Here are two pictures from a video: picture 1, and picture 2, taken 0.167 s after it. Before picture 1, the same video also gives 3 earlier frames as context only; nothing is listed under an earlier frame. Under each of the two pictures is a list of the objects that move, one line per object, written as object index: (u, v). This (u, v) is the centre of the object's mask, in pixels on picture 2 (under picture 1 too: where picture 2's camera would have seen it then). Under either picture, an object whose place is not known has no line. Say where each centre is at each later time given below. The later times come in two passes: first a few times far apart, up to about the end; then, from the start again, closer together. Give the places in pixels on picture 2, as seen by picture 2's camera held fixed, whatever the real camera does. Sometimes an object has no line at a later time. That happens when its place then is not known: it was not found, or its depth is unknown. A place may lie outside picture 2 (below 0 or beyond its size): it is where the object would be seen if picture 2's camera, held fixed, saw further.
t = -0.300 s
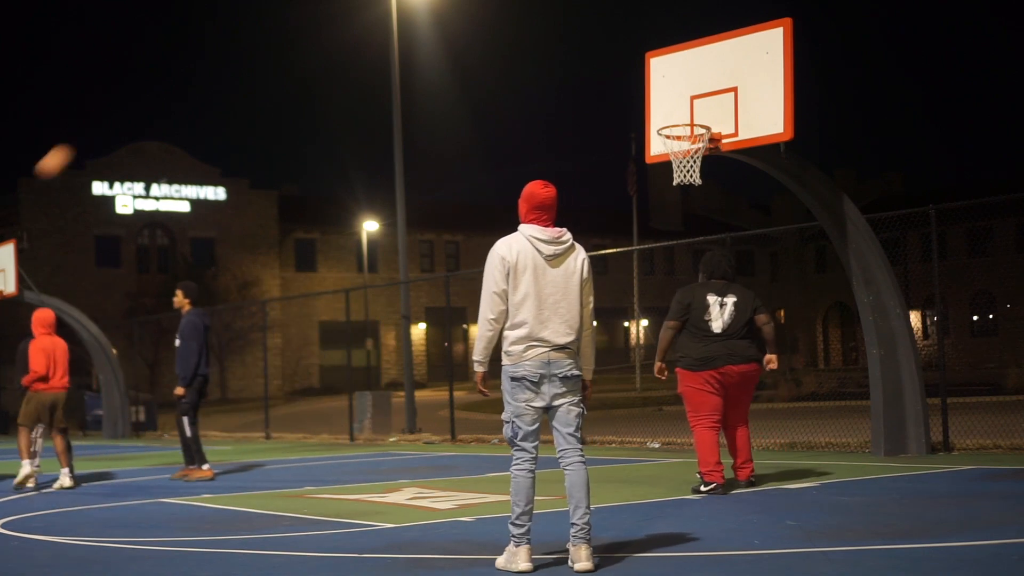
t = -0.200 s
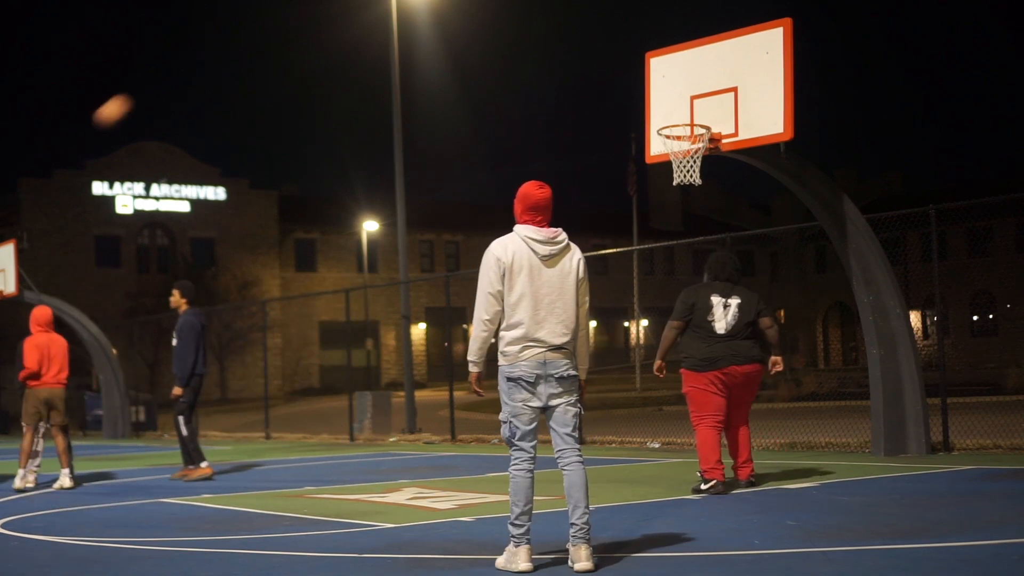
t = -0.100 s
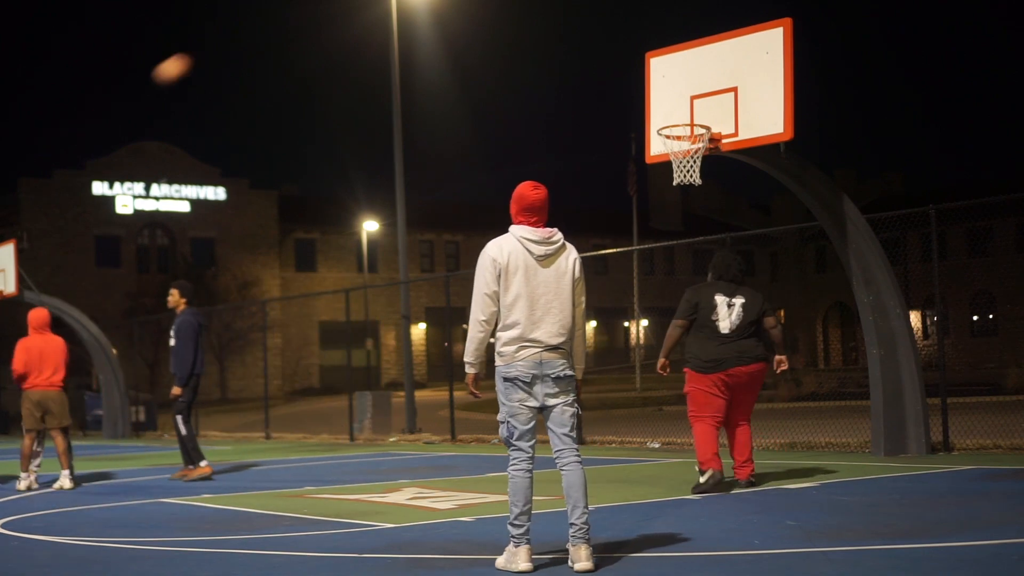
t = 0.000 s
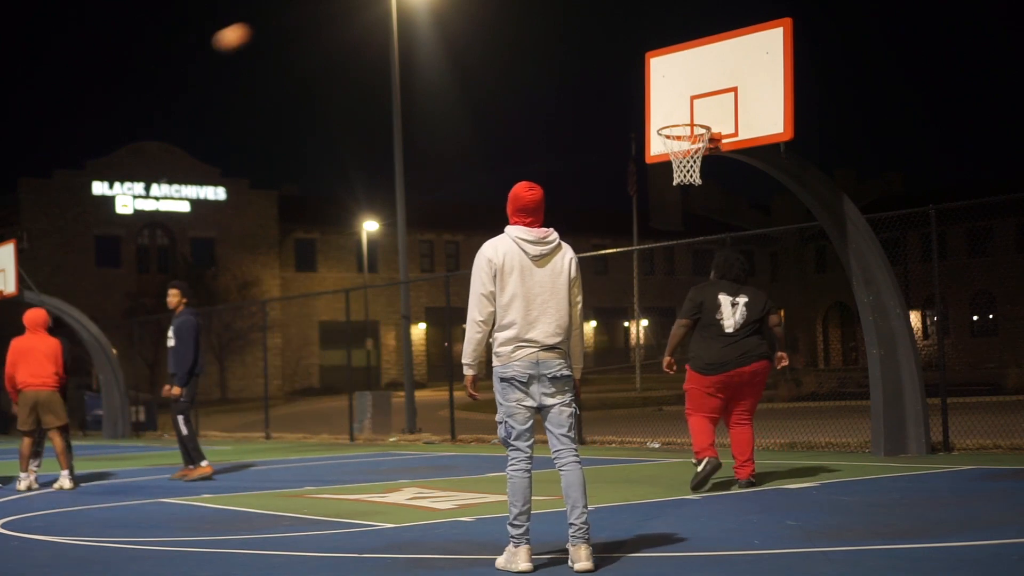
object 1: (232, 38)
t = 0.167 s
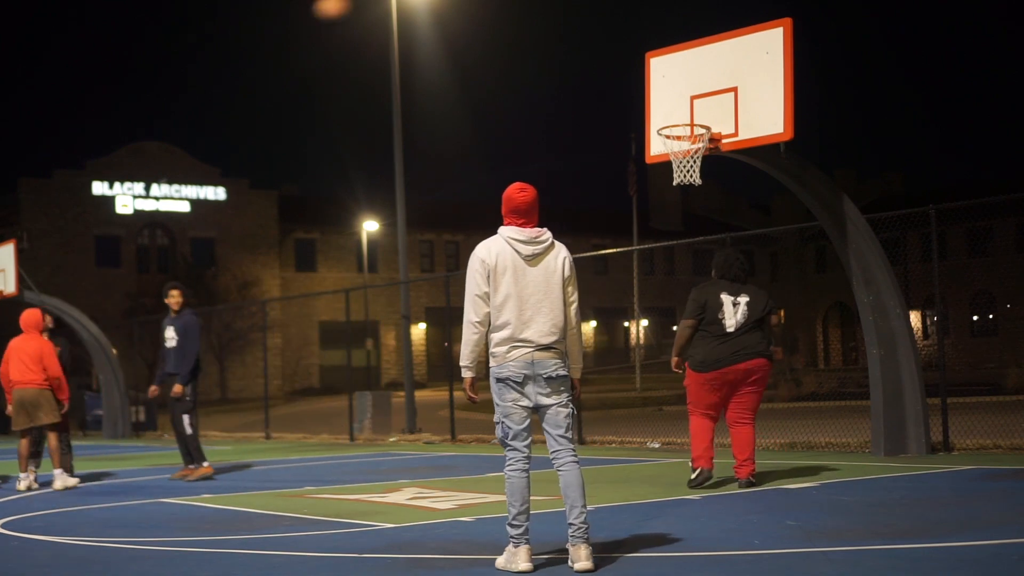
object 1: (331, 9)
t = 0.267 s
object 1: (392, 7)
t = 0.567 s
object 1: (581, 50)
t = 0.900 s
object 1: (692, 108)
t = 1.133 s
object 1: (630, 113)
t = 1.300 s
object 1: (590, 151)
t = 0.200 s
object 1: (351, 8)
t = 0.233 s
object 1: (370, 7)
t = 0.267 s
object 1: (392, 7)
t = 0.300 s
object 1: (413, 6)
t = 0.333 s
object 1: (434, 8)
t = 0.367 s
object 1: (456, 10)
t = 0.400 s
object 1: (477, 12)
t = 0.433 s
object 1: (498, 18)
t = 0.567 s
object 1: (581, 50)
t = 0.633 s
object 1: (623, 74)
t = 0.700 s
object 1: (667, 102)
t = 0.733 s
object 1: (689, 115)
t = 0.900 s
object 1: (692, 108)
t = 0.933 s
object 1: (682, 104)
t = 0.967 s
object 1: (673, 102)
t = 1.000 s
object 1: (664, 102)
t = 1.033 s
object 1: (654, 103)
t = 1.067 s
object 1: (645, 105)
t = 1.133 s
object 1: (630, 113)
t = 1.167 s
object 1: (623, 118)
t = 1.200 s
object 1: (614, 125)
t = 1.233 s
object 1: (606, 132)
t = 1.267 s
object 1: (598, 141)
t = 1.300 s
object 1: (590, 151)
